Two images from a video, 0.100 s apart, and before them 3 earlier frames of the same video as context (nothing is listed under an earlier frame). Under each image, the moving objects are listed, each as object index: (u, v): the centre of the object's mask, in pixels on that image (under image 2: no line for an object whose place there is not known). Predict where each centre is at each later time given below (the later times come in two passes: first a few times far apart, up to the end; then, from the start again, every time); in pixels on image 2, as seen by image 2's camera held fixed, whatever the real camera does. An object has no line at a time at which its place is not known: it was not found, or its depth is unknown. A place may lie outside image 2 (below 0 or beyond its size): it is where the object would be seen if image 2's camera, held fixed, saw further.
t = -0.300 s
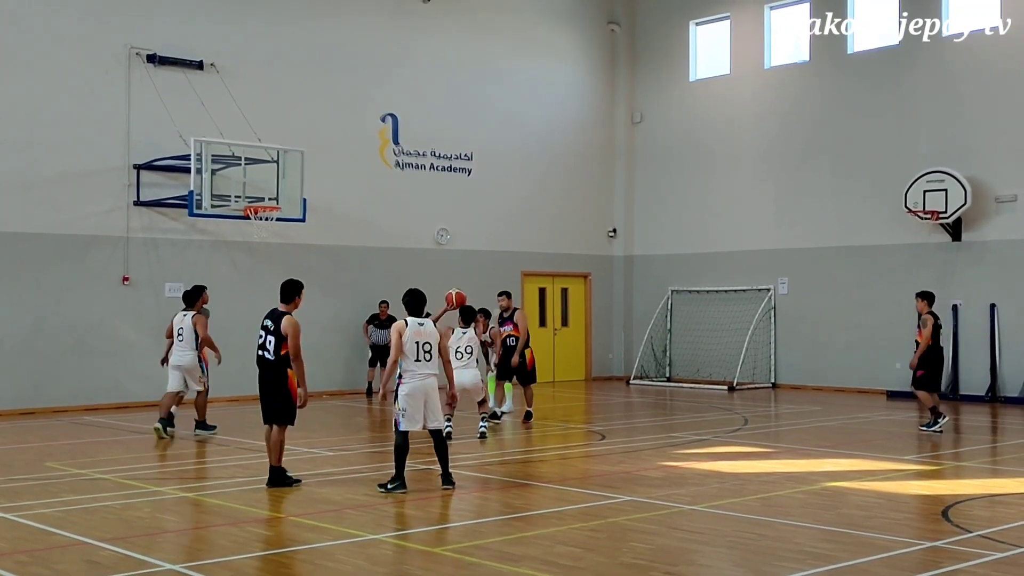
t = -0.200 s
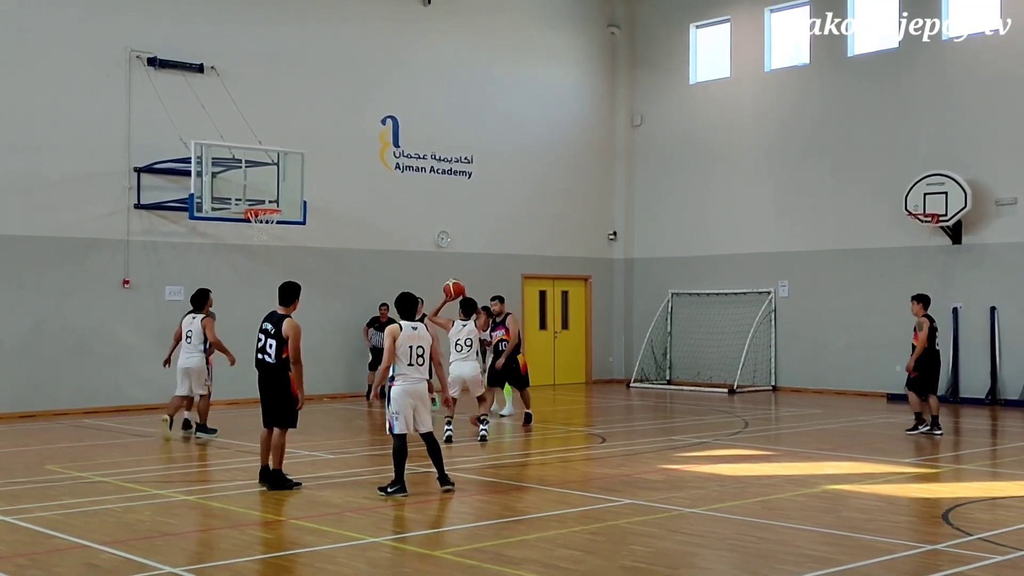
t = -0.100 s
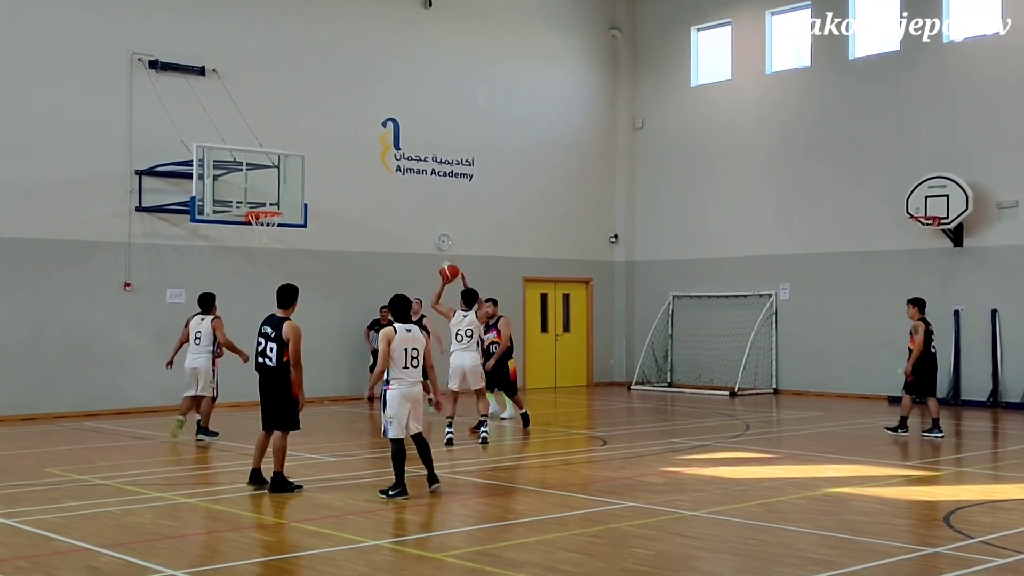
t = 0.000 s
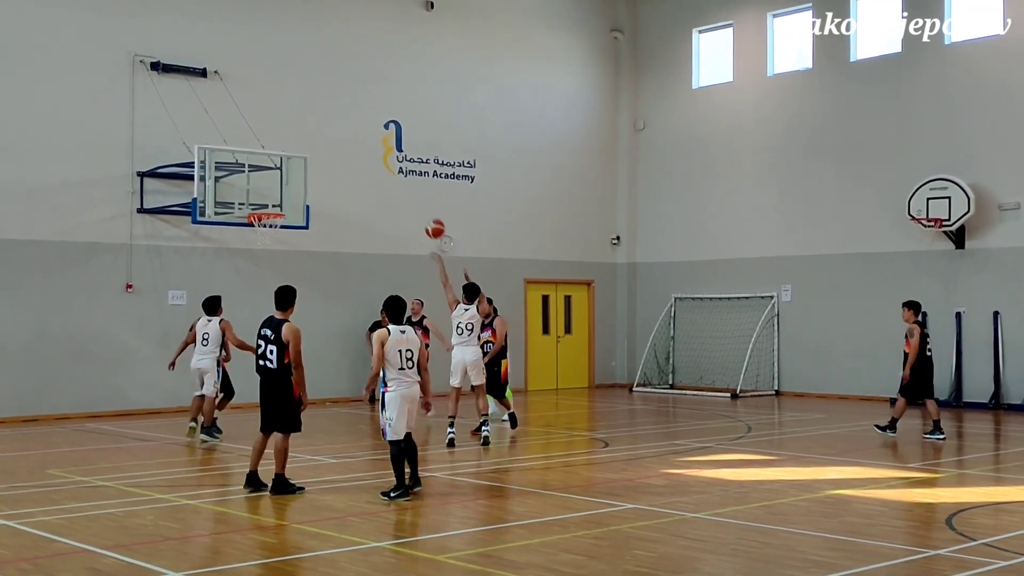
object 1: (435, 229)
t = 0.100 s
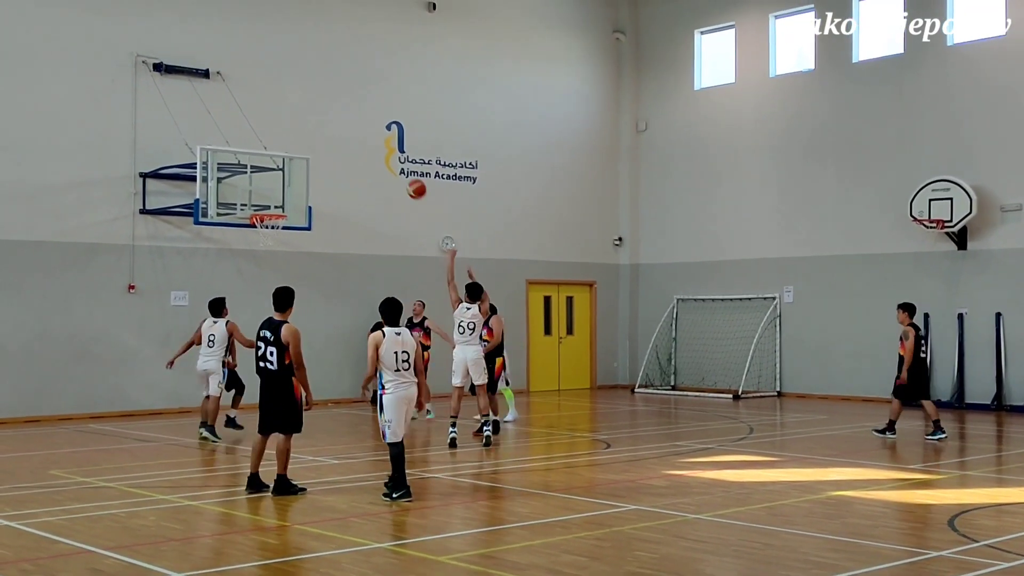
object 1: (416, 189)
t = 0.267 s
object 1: (384, 142)
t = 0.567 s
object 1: (331, 117)
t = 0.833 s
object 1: (289, 150)
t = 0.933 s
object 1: (274, 175)
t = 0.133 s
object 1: (410, 178)
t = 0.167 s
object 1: (404, 168)
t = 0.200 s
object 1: (397, 158)
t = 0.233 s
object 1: (390, 149)
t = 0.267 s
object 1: (384, 142)
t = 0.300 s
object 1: (378, 136)
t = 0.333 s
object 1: (371, 130)
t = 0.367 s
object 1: (366, 126)
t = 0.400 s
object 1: (360, 122)
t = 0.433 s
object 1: (354, 119)
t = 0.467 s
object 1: (349, 118)
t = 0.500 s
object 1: (343, 116)
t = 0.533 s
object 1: (337, 116)
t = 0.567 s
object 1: (331, 117)
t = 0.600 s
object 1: (325, 118)
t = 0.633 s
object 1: (320, 120)
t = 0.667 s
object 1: (315, 123)
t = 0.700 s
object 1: (310, 127)
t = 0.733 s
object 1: (305, 132)
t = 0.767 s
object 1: (299, 137)
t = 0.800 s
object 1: (294, 143)
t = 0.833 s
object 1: (289, 150)
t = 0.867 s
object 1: (284, 157)
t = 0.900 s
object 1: (279, 166)
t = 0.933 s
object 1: (274, 175)
